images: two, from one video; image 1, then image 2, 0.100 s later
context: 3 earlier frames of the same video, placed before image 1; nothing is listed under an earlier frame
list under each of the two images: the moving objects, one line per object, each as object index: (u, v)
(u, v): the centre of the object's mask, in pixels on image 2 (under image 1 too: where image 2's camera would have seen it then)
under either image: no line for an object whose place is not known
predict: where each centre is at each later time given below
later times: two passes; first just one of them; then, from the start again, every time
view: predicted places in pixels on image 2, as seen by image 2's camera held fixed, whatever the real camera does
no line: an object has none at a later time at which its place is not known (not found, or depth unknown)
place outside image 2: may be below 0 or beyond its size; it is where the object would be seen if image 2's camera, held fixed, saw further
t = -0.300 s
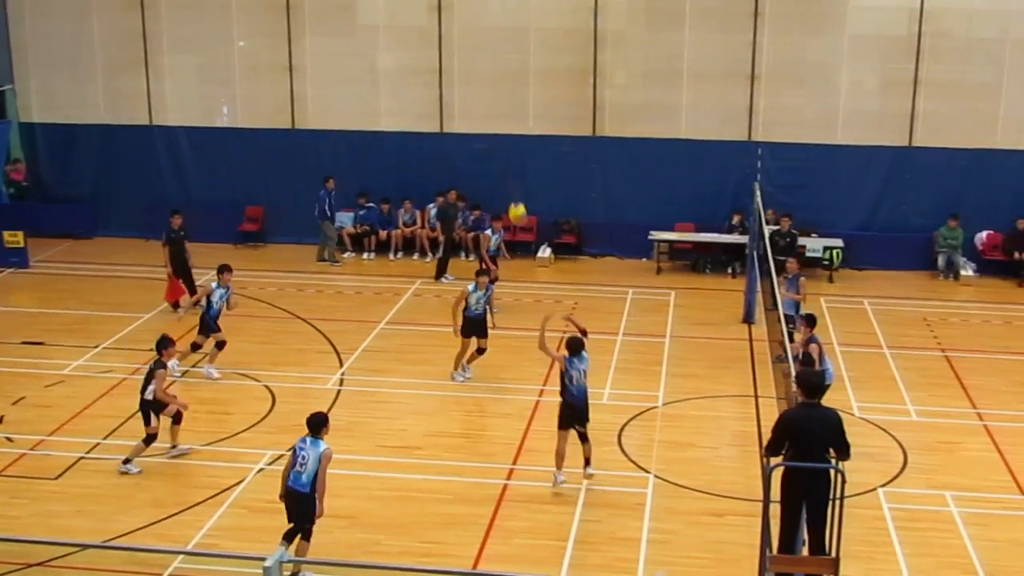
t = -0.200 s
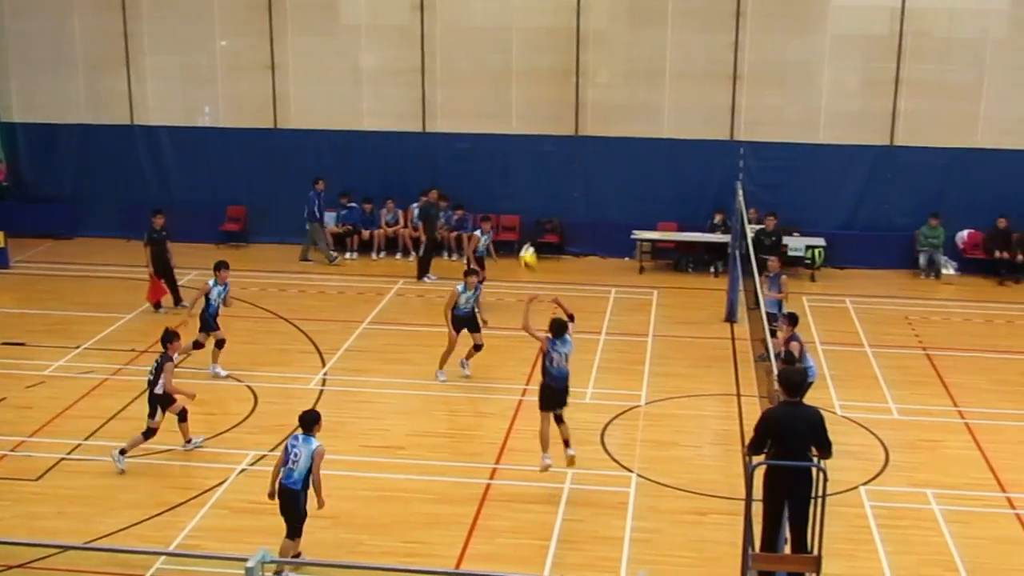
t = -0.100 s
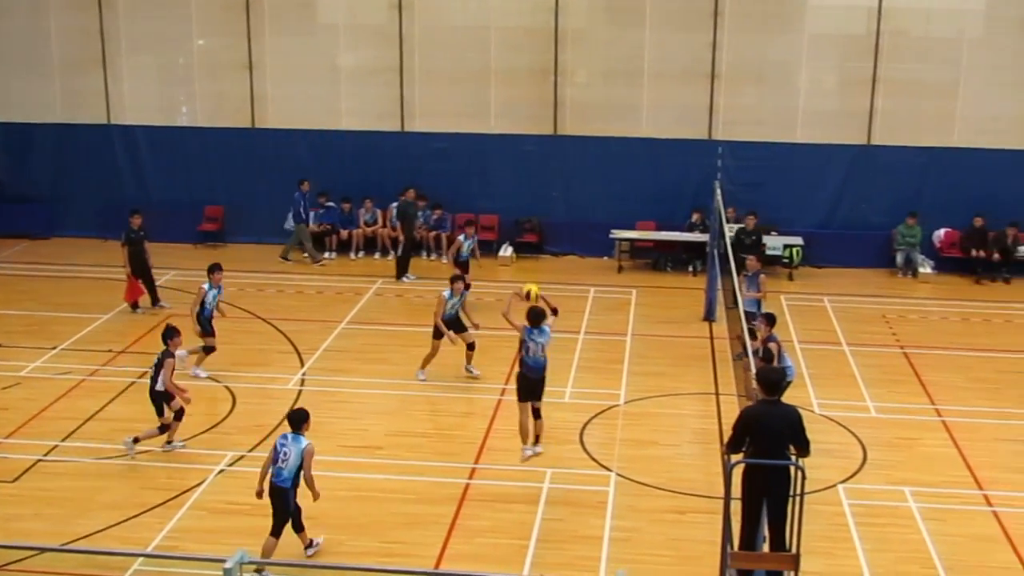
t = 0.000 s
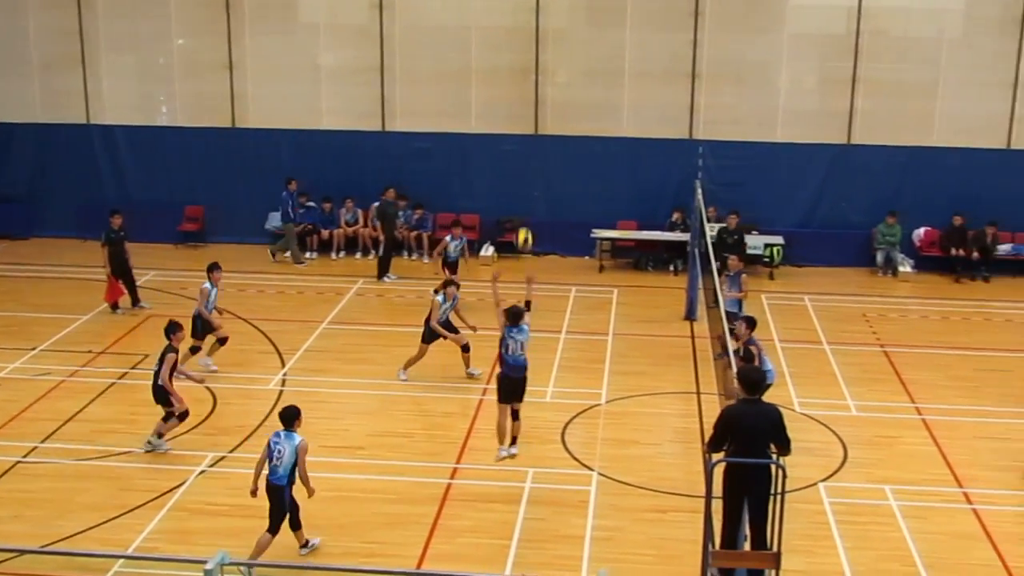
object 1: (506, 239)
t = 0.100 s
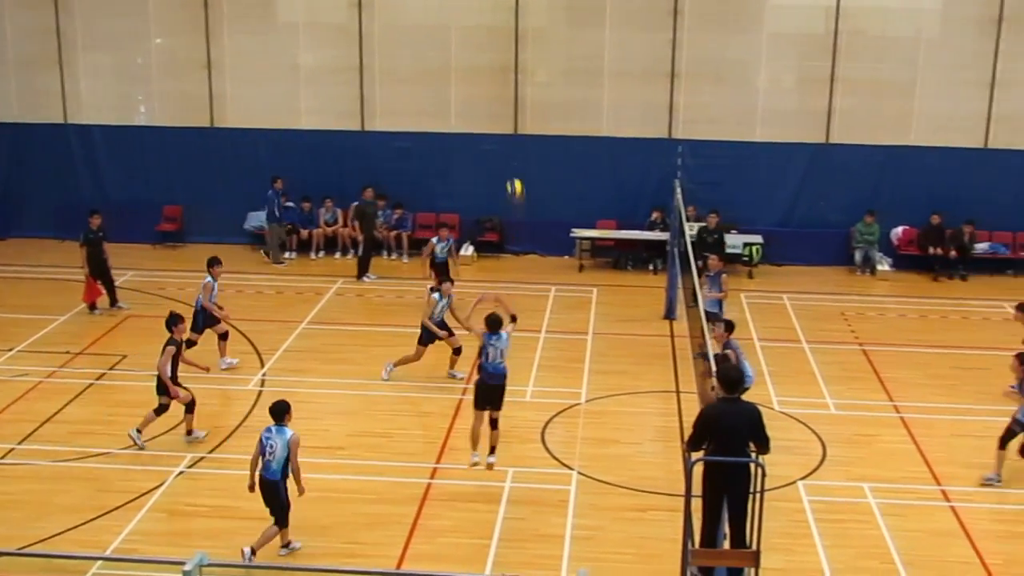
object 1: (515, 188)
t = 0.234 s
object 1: (528, 141)
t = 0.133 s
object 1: (519, 175)
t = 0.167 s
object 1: (522, 163)
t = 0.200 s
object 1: (525, 151)
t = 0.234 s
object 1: (528, 141)
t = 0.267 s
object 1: (531, 132)
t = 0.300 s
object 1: (534, 122)
